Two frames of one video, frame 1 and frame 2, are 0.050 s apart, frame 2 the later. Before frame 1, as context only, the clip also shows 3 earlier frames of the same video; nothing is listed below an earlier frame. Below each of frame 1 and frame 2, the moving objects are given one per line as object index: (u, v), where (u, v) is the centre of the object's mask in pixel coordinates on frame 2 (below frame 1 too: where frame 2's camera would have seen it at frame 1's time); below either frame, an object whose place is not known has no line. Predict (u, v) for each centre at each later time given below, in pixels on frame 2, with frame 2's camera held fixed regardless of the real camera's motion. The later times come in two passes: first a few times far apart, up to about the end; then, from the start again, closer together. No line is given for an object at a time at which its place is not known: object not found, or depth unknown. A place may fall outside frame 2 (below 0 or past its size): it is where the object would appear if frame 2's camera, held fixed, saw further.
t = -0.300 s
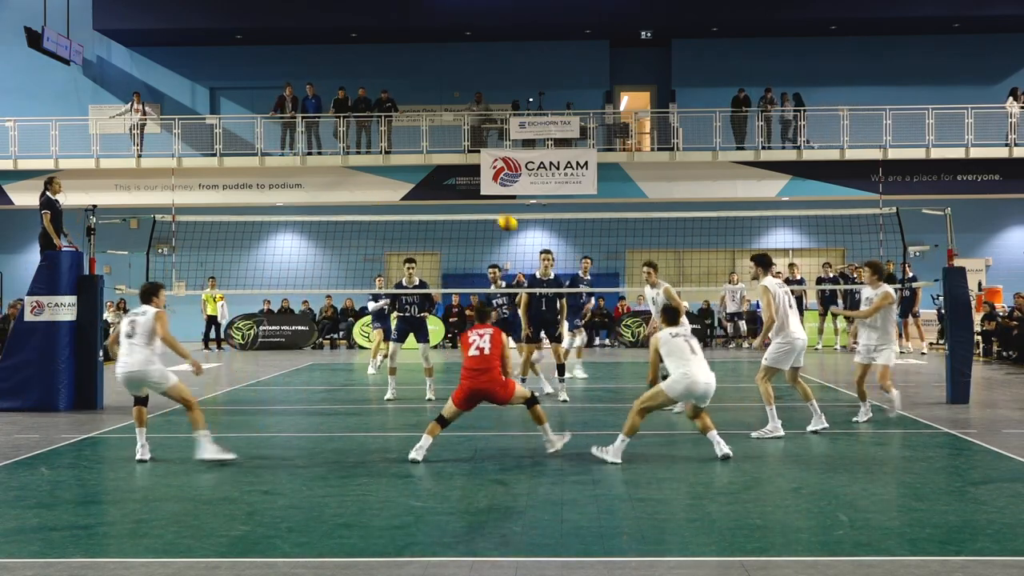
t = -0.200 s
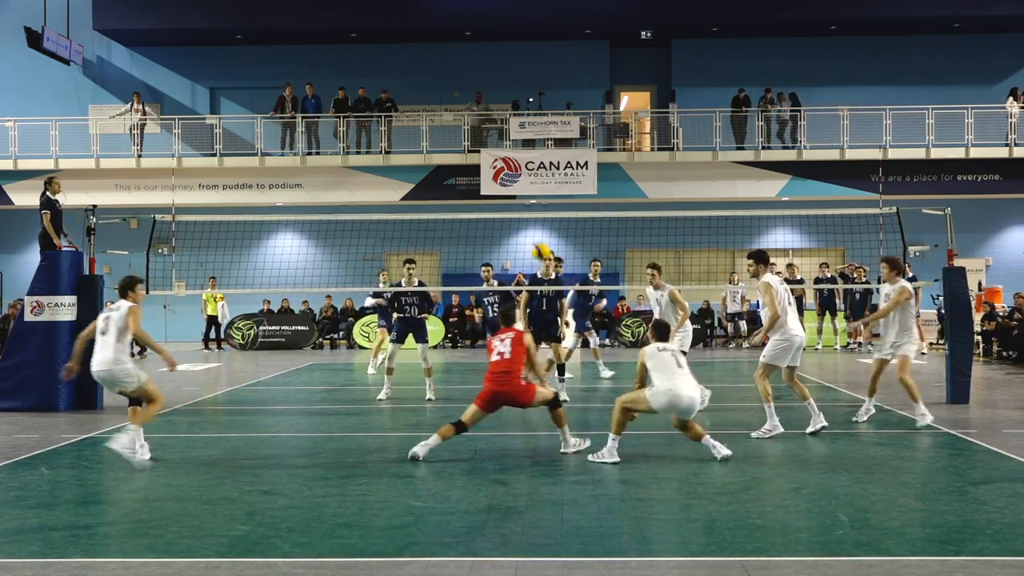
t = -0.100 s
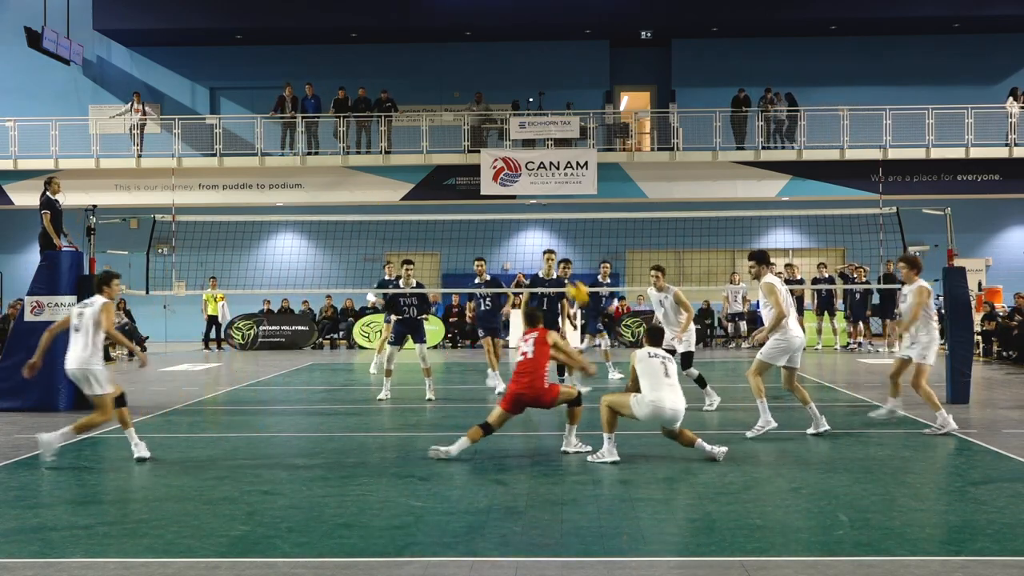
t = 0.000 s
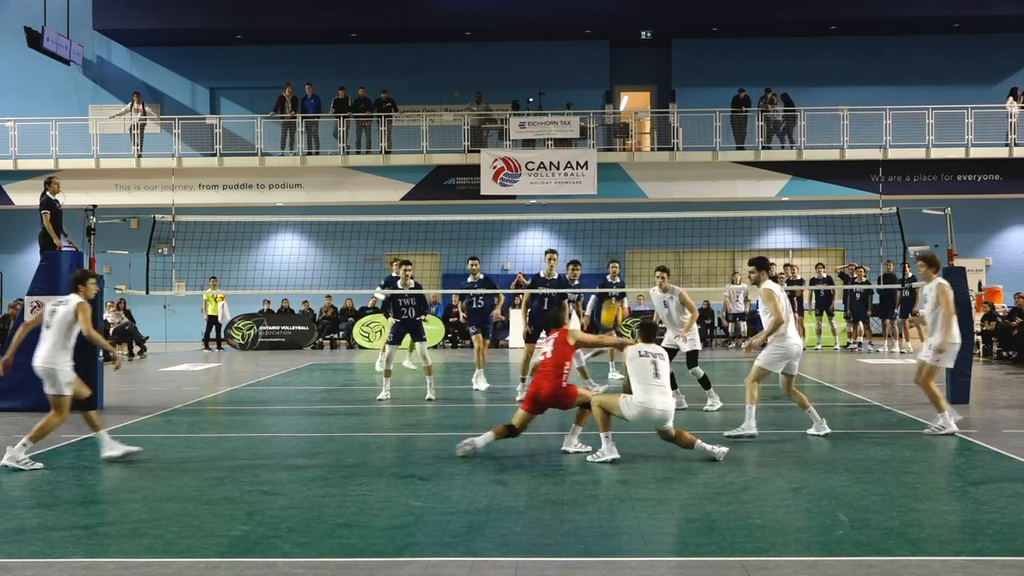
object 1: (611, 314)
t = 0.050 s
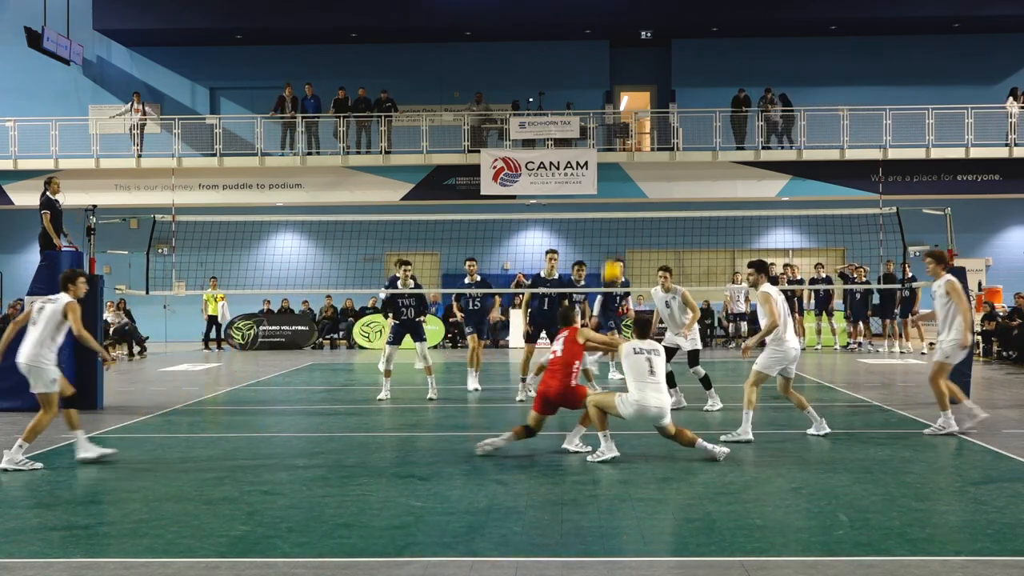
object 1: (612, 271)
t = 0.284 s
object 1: (611, 120)
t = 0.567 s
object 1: (609, 18)
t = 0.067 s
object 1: (611, 259)
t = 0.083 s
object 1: (612, 246)
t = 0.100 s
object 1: (612, 233)
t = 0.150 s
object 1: (611, 199)
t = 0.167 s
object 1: (612, 187)
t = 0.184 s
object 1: (612, 177)
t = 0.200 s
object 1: (612, 168)
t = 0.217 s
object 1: (612, 158)
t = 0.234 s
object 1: (611, 146)
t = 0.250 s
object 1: (611, 137)
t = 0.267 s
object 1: (612, 128)
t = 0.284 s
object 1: (611, 120)
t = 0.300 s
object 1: (610, 112)
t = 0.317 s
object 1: (611, 103)
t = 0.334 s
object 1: (611, 95)
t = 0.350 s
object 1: (610, 89)
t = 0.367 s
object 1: (611, 82)
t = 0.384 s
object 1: (610, 74)
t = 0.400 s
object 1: (610, 67)
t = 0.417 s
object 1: (610, 61)
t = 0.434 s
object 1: (610, 56)
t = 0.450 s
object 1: (610, 50)
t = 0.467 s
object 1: (610, 44)
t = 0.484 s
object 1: (610, 39)
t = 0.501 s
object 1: (610, 35)
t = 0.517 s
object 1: (609, 30)
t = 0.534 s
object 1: (609, 26)
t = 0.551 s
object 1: (609, 22)
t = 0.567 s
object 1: (609, 18)
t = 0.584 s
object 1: (609, 15)
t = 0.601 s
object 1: (609, 12)
